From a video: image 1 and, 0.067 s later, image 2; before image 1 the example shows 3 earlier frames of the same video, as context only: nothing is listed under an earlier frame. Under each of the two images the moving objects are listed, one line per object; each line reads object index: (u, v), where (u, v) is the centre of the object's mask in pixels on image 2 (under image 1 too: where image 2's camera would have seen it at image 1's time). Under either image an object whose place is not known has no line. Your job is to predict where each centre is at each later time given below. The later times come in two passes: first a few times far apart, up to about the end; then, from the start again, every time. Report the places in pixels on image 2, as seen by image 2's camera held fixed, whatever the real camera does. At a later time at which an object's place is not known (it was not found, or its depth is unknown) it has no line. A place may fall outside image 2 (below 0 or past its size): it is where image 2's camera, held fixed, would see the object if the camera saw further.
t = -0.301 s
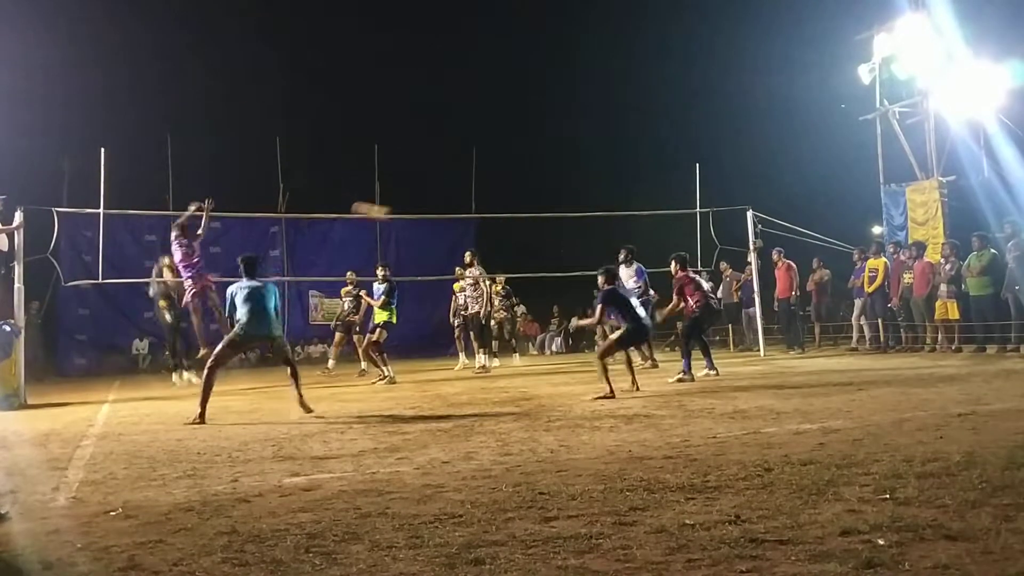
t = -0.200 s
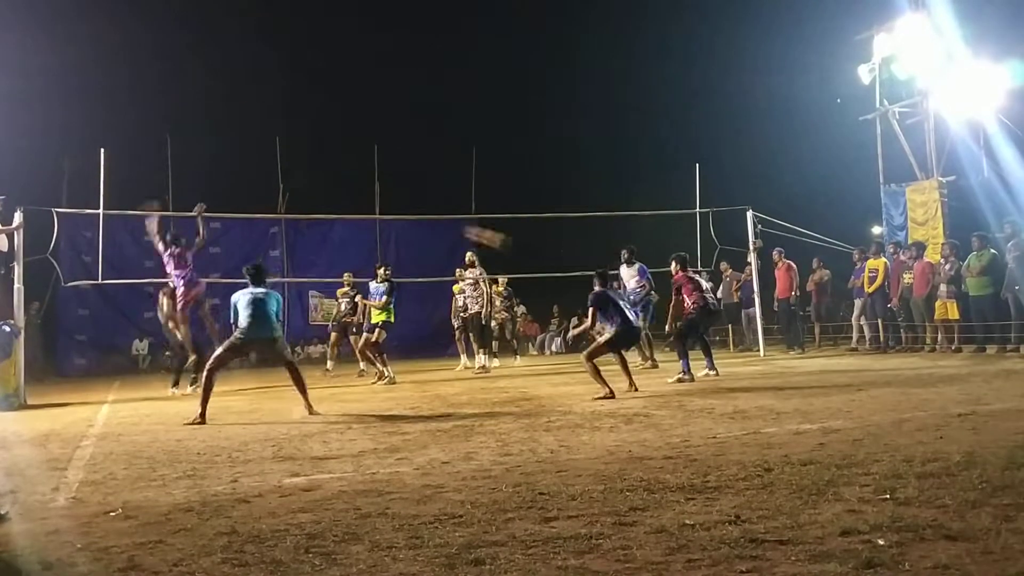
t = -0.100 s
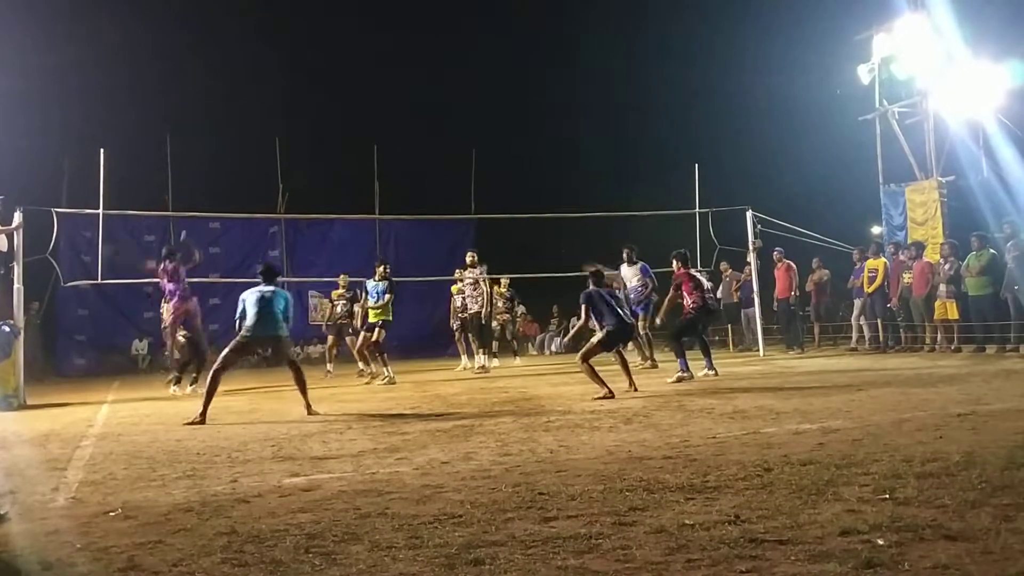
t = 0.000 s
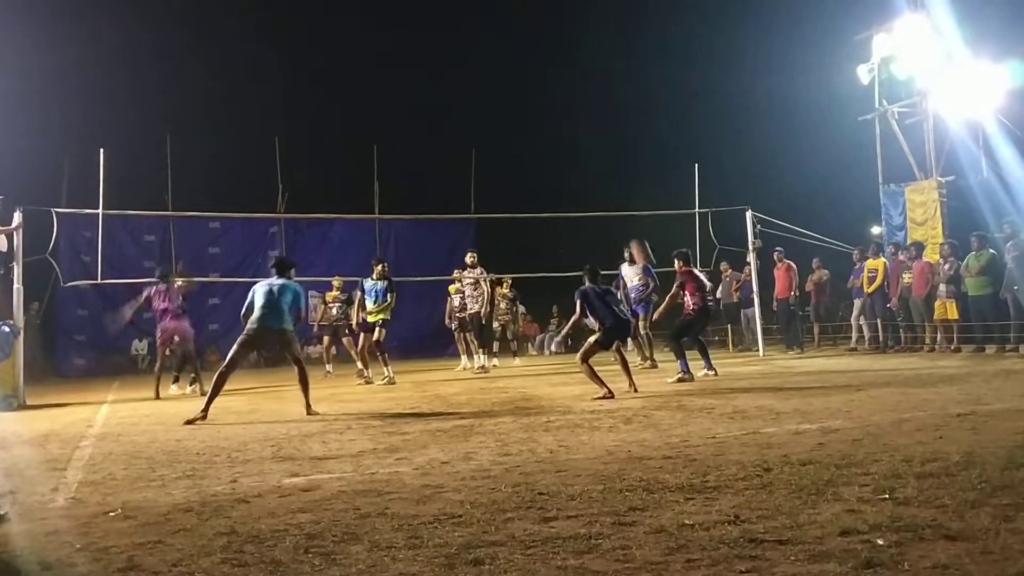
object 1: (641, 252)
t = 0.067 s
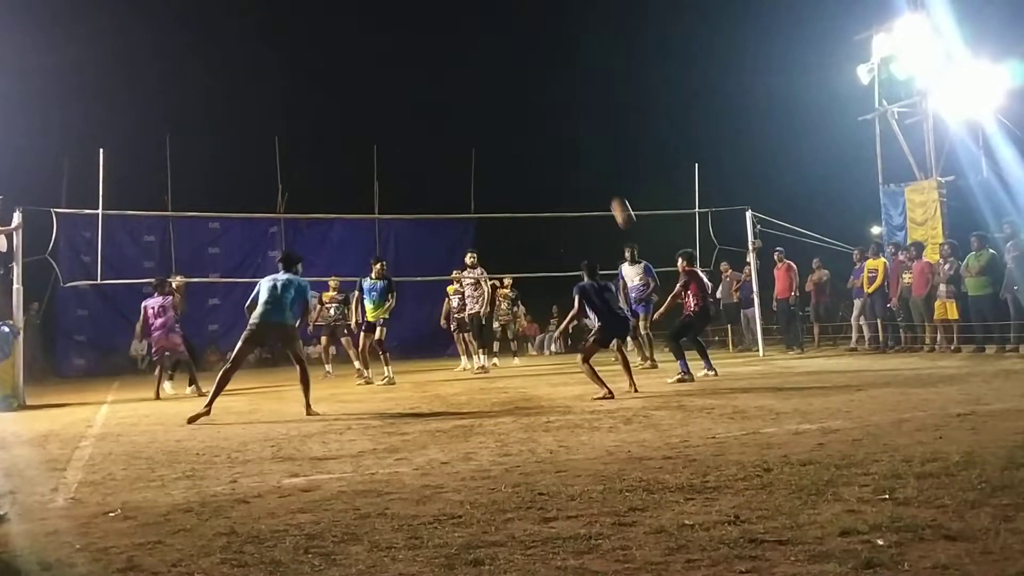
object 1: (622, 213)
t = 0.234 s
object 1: (579, 126)
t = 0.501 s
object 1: (524, 40)
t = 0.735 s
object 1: (484, 12)
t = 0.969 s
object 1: (452, 23)
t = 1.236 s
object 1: (420, 81)
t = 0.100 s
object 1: (612, 193)
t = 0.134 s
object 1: (603, 174)
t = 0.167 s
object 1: (595, 157)
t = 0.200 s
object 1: (587, 141)
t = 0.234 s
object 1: (579, 126)
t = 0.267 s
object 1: (571, 112)
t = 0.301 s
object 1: (563, 98)
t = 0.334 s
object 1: (556, 86)
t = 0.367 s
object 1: (549, 75)
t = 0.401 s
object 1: (542, 65)
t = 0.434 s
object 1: (536, 56)
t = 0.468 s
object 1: (529, 47)
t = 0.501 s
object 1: (524, 40)
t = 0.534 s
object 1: (517, 34)
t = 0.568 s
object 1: (511, 28)
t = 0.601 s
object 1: (505, 23)
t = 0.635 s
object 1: (500, 19)
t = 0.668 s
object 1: (494, 16)
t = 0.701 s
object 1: (489, 14)
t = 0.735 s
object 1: (484, 12)
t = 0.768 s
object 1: (479, 11)
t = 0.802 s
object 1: (474, 11)
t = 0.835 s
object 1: (469, 13)
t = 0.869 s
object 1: (464, 14)
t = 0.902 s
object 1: (460, 16)
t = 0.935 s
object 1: (456, 19)
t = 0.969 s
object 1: (452, 23)
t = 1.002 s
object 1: (447, 29)
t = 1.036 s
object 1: (443, 33)
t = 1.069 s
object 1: (439, 40)
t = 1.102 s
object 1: (435, 47)
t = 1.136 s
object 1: (432, 54)
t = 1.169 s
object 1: (428, 62)
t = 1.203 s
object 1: (424, 71)
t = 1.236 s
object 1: (420, 81)
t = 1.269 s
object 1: (417, 92)
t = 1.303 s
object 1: (414, 103)
